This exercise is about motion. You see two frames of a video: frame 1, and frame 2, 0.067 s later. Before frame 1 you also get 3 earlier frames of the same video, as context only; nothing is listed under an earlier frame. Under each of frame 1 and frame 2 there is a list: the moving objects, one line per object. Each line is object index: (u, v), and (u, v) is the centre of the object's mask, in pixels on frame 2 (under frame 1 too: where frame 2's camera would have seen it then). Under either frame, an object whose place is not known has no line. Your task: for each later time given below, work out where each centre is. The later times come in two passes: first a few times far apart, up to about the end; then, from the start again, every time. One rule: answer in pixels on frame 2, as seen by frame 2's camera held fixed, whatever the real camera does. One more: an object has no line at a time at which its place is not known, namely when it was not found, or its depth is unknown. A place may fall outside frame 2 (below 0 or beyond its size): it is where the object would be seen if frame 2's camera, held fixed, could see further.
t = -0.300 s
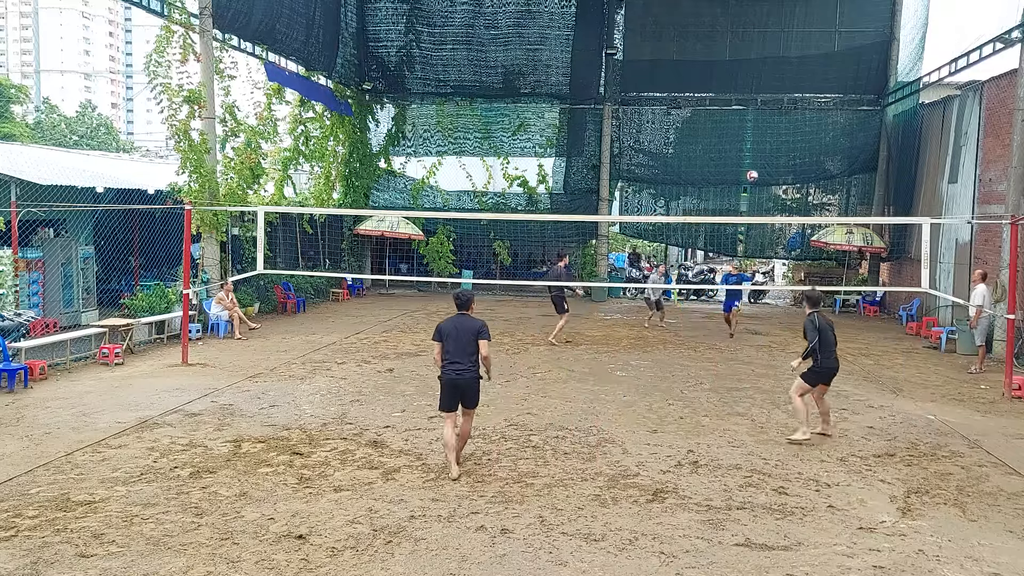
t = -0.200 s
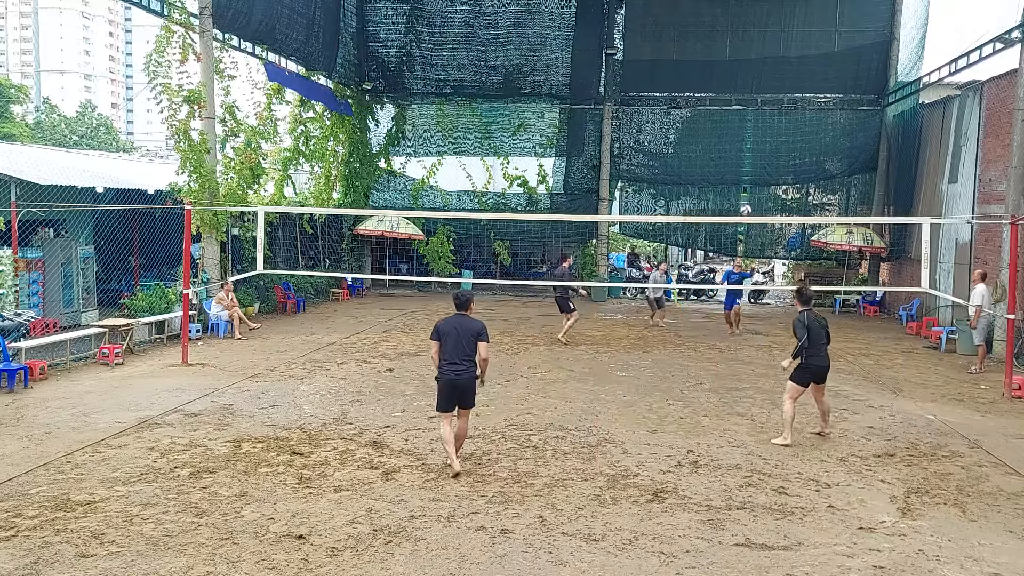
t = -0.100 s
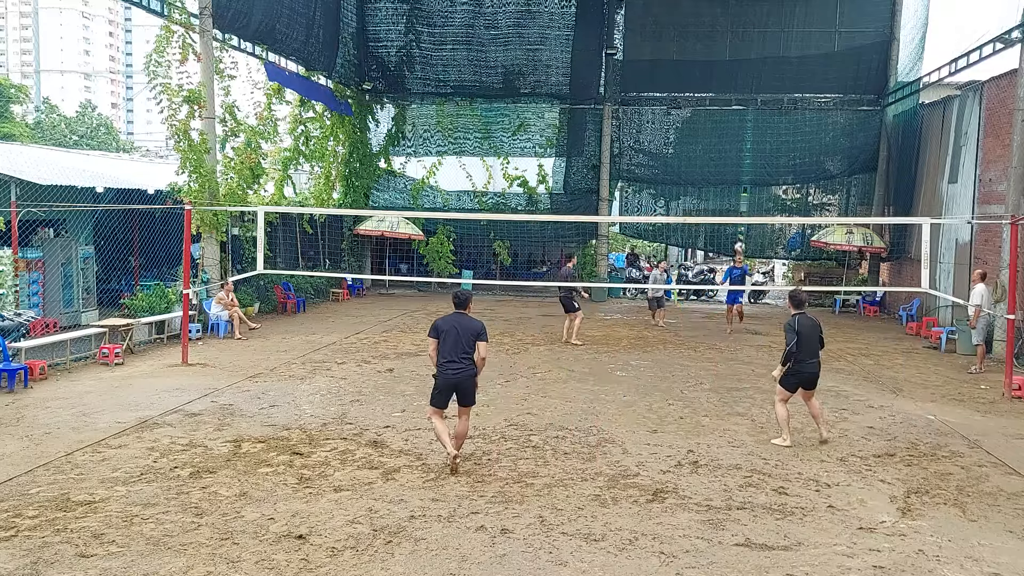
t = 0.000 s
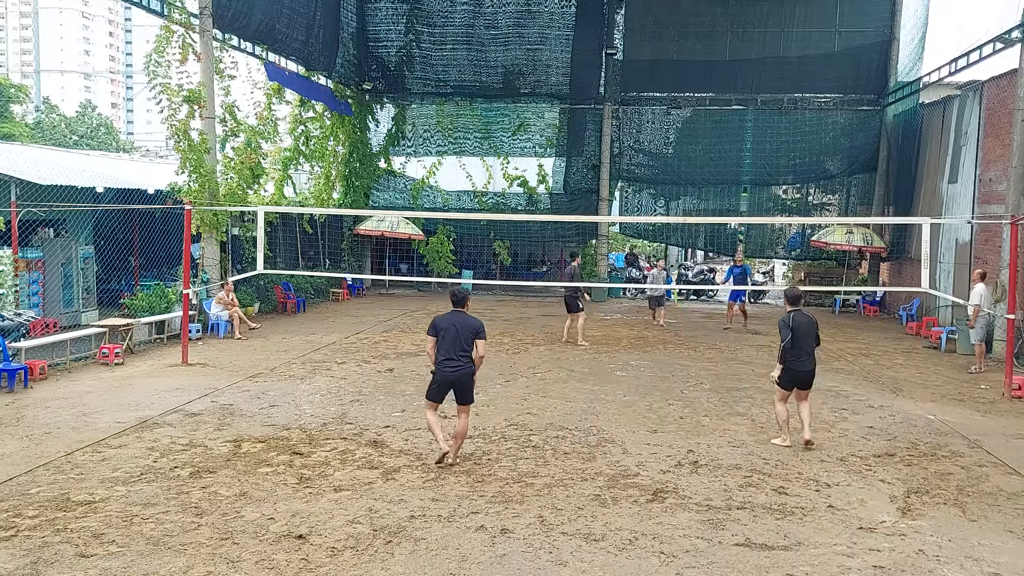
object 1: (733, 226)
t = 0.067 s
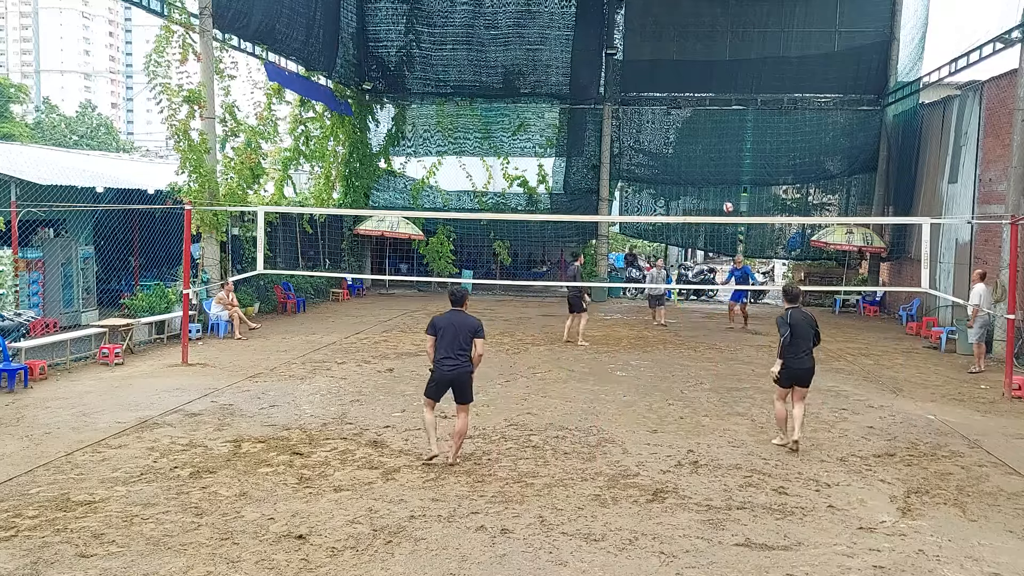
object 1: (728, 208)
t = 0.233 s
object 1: (714, 171)
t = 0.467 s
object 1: (694, 140)
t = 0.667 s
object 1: (673, 137)
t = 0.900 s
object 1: (649, 155)
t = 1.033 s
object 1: (634, 181)
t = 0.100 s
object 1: (725, 200)
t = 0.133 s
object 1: (722, 192)
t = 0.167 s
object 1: (720, 184)
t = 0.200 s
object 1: (717, 177)
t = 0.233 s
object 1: (714, 171)
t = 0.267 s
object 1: (711, 166)
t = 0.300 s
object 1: (708, 160)
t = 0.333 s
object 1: (705, 155)
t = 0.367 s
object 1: (702, 151)
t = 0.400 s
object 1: (700, 147)
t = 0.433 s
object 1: (697, 143)
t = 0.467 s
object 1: (694, 140)
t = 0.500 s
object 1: (690, 138)
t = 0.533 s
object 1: (687, 137)
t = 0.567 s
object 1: (684, 135)
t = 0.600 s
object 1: (680, 135)
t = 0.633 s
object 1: (677, 135)
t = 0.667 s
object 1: (673, 137)
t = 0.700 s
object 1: (670, 138)
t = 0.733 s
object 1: (667, 139)
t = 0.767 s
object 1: (663, 140)
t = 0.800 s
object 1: (660, 143)
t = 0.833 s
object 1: (655, 147)
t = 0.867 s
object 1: (653, 151)
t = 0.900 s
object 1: (649, 155)
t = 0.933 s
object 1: (645, 161)
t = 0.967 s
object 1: (641, 167)
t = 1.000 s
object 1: (637, 174)
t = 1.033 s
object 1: (634, 181)
